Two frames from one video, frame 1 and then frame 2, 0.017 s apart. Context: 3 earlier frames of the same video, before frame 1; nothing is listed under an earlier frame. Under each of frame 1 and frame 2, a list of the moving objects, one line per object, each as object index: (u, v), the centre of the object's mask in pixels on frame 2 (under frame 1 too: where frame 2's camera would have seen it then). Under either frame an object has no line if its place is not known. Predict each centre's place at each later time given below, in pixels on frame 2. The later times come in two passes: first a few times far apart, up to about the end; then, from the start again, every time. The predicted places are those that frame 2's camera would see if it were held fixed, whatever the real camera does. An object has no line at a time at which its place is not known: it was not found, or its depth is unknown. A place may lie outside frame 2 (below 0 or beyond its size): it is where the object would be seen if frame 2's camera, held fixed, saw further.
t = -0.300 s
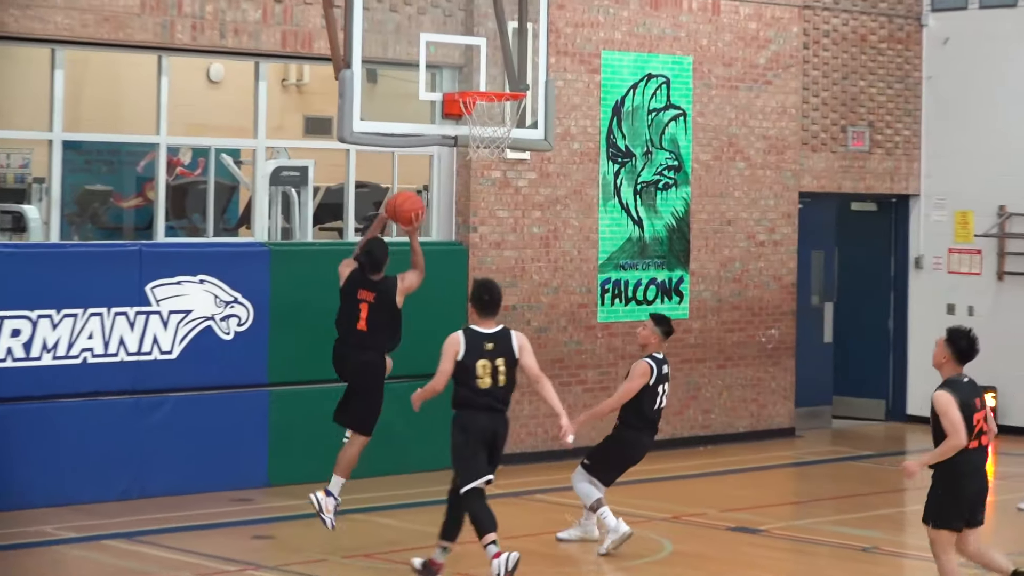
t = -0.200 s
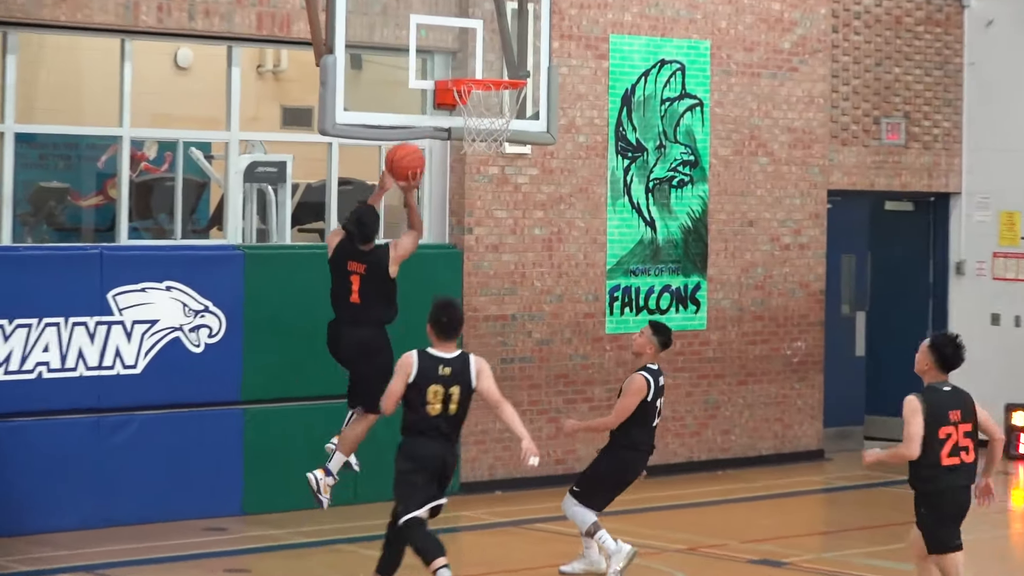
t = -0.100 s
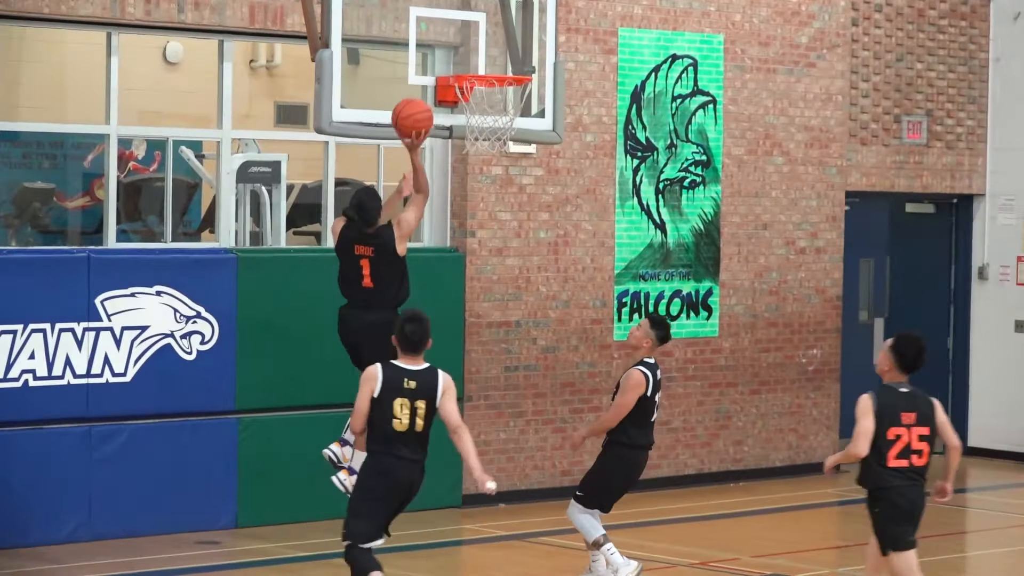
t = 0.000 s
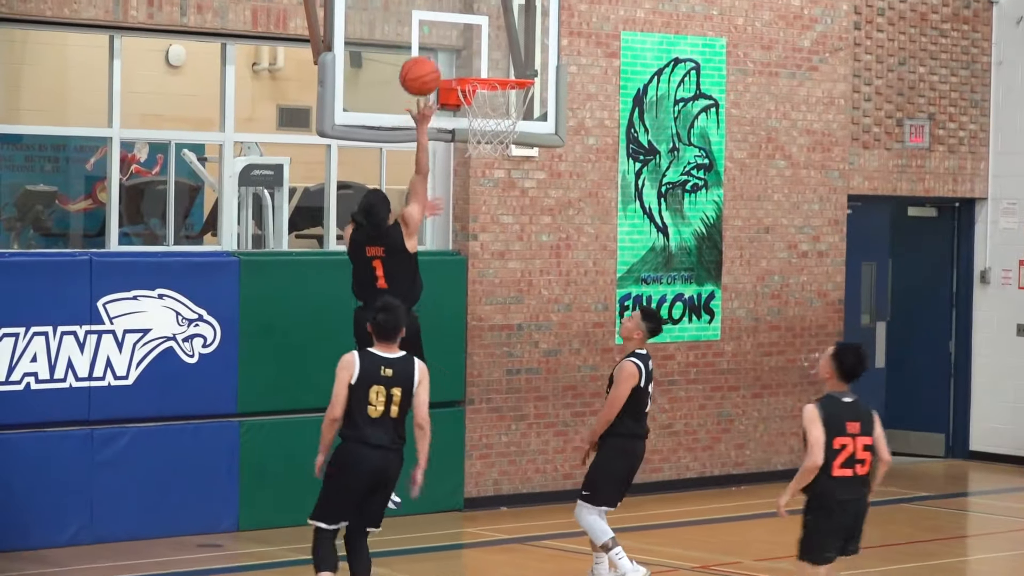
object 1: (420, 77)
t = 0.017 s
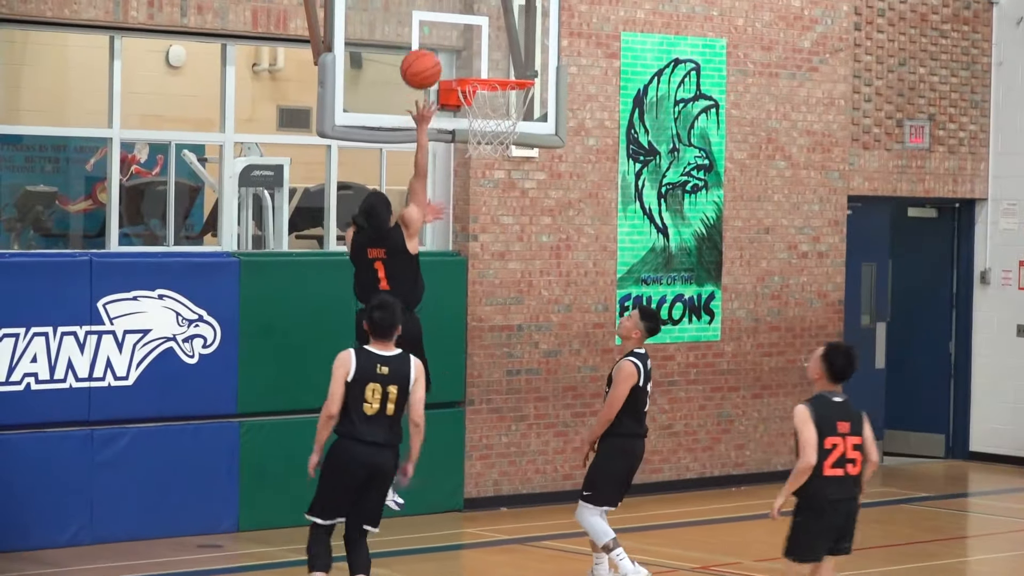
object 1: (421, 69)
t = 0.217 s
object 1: (453, 29)
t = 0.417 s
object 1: (518, 63)
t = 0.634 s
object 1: (516, 66)
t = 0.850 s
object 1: (498, 116)
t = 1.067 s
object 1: (478, 230)
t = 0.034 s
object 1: (421, 62)
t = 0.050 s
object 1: (422, 56)
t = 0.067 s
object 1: (423, 50)
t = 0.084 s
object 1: (423, 45)
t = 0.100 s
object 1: (424, 40)
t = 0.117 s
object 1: (425, 36)
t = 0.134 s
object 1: (425, 33)
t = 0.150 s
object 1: (431, 31)
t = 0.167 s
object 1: (436, 30)
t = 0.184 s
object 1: (442, 29)
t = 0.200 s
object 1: (448, 29)
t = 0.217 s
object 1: (453, 29)
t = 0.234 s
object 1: (459, 29)
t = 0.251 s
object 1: (465, 30)
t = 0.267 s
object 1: (470, 32)
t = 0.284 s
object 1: (476, 34)
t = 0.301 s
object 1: (482, 36)
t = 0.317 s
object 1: (487, 39)
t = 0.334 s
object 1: (493, 42)
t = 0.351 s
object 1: (499, 46)
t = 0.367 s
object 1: (504, 51)
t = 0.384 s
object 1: (510, 55)
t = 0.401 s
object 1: (515, 60)
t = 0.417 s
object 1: (518, 63)
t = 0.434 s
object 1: (518, 61)
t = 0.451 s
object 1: (518, 59)
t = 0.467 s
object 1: (518, 58)
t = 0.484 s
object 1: (518, 57)
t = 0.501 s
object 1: (517, 57)
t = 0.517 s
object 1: (517, 57)
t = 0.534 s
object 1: (517, 57)
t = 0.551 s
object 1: (517, 58)
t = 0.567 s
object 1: (517, 59)
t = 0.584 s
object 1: (517, 61)
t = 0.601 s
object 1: (516, 62)
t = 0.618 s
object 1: (516, 64)
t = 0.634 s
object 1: (516, 66)
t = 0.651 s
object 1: (516, 67)
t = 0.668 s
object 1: (514, 68)
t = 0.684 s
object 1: (513, 74)
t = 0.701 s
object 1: (512, 76)
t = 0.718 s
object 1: (510, 78)
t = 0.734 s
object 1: (507, 85)
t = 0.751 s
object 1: (507, 87)
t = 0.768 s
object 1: (505, 91)
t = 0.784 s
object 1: (504, 95)
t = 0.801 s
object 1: (503, 100)
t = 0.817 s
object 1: (501, 103)
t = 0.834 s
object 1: (499, 109)
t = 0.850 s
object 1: (498, 116)
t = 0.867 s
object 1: (496, 123)
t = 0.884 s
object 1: (495, 130)
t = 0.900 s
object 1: (493, 137)
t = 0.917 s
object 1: (492, 145)
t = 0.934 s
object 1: (491, 152)
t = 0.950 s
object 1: (489, 160)
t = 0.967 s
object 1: (488, 170)
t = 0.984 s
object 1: (486, 178)
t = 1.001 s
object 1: (484, 188)
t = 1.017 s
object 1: (482, 198)
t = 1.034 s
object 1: (481, 208)
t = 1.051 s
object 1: (479, 220)
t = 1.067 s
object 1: (478, 230)
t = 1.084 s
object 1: (476, 243)
